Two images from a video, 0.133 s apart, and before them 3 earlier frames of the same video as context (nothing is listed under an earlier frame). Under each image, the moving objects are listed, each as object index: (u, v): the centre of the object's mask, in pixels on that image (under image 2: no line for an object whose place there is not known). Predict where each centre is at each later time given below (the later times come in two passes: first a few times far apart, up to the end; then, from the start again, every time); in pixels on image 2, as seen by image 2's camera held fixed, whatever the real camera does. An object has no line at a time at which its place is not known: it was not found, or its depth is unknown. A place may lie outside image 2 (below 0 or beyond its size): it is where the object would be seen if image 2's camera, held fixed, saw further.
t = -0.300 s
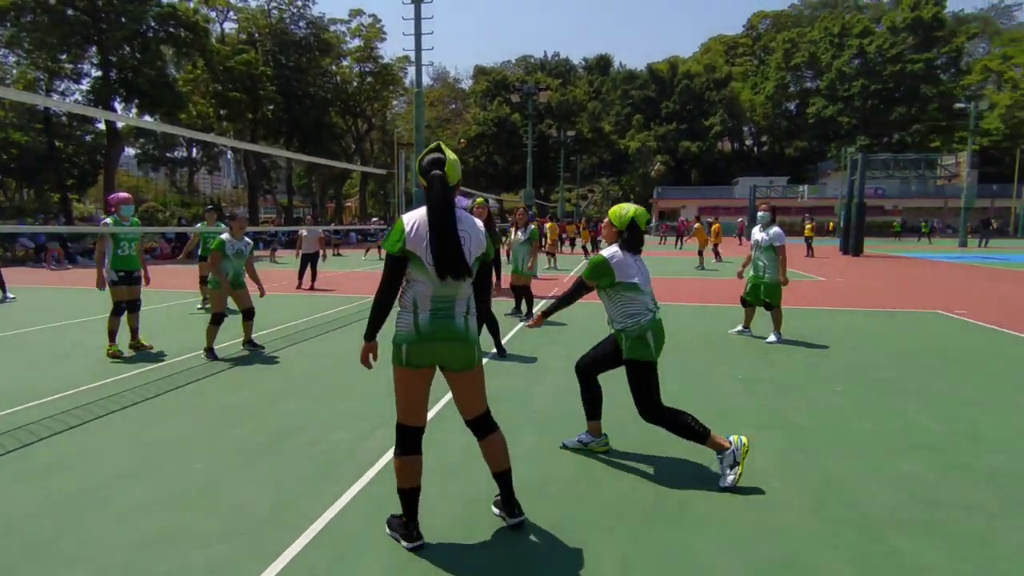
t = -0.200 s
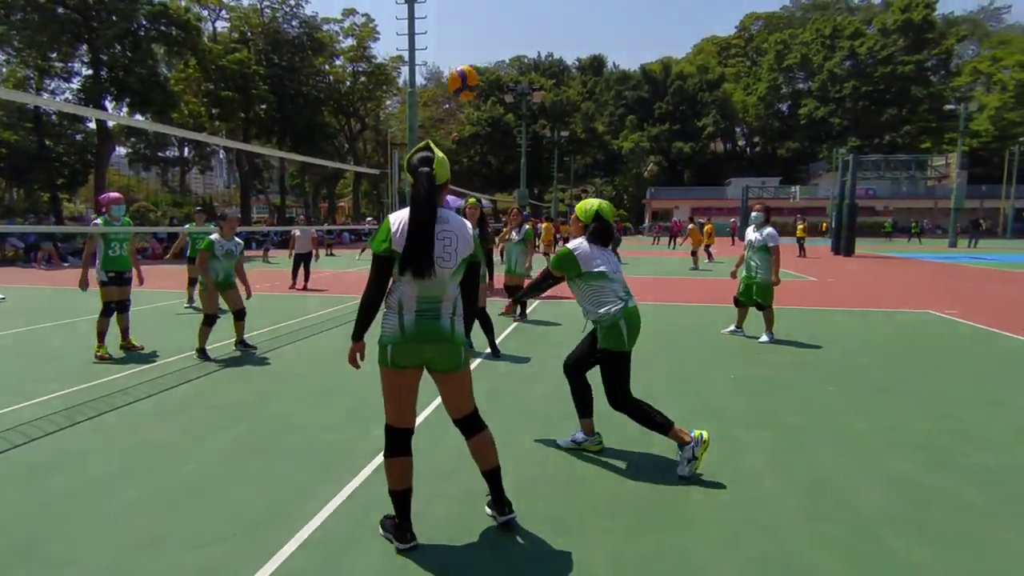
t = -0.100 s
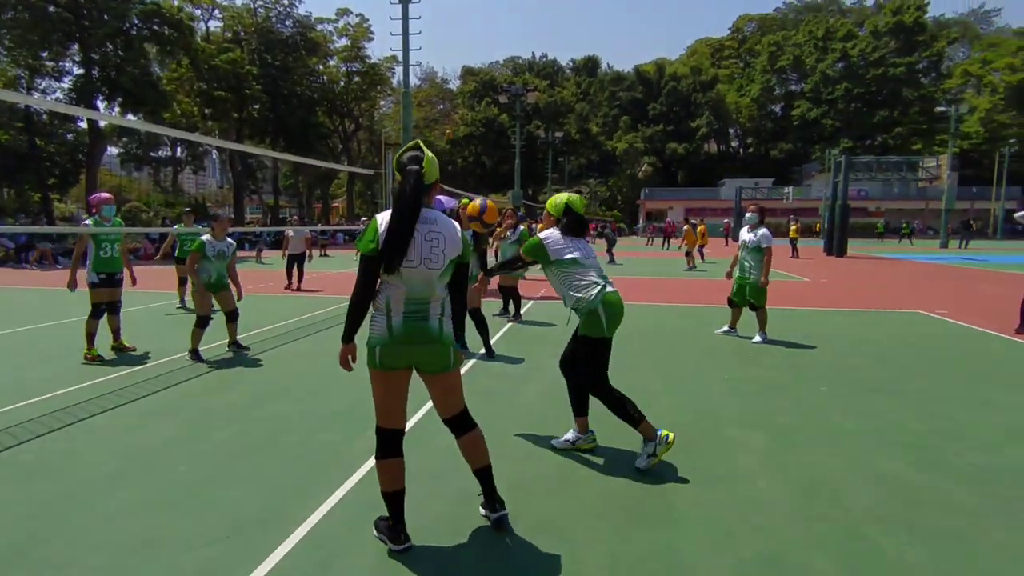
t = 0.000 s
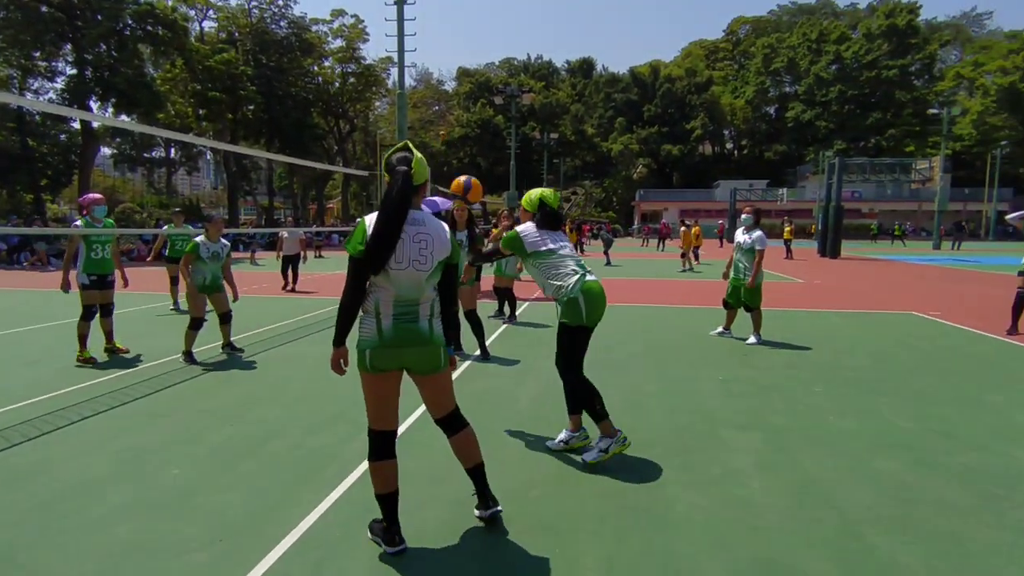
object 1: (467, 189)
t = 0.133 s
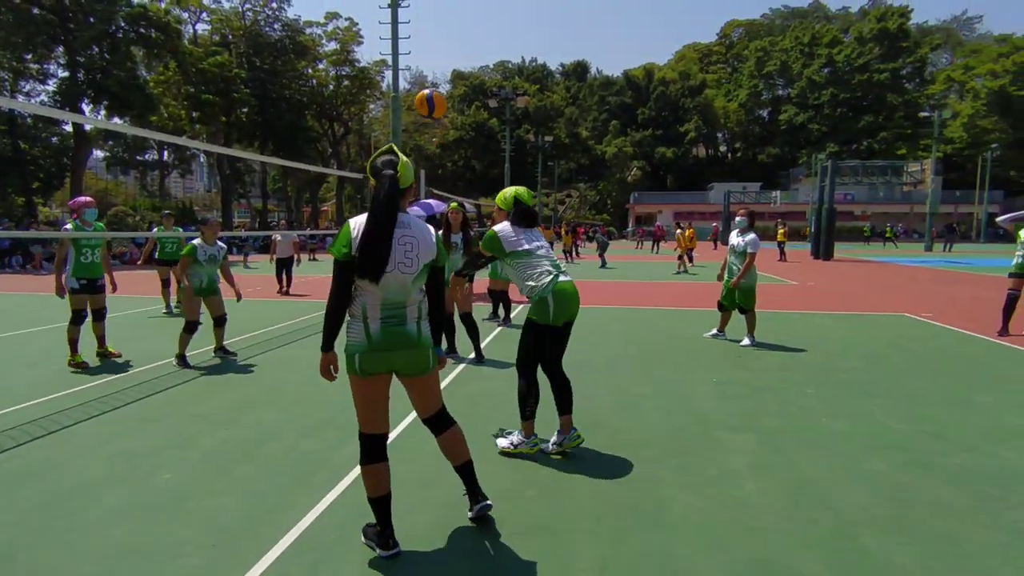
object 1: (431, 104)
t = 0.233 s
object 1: (408, 57)
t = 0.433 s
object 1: (365, 7)
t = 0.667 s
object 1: (321, 24)
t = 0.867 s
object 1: (287, 96)
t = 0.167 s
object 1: (423, 87)
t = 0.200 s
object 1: (415, 71)
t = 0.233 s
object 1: (408, 57)
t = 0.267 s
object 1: (401, 44)
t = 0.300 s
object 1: (393, 33)
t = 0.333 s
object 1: (386, 24)
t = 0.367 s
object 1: (379, 17)
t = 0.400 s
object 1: (372, 11)
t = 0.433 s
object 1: (365, 7)
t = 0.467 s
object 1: (359, 6)
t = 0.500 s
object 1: (352, 5)
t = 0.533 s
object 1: (346, 5)
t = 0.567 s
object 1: (339, 7)
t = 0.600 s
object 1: (333, 11)
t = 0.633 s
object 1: (327, 16)
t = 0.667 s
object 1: (321, 24)
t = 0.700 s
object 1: (316, 32)
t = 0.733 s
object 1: (309, 43)
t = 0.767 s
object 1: (303, 54)
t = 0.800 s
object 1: (298, 67)
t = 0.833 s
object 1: (292, 81)
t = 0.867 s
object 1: (287, 96)
